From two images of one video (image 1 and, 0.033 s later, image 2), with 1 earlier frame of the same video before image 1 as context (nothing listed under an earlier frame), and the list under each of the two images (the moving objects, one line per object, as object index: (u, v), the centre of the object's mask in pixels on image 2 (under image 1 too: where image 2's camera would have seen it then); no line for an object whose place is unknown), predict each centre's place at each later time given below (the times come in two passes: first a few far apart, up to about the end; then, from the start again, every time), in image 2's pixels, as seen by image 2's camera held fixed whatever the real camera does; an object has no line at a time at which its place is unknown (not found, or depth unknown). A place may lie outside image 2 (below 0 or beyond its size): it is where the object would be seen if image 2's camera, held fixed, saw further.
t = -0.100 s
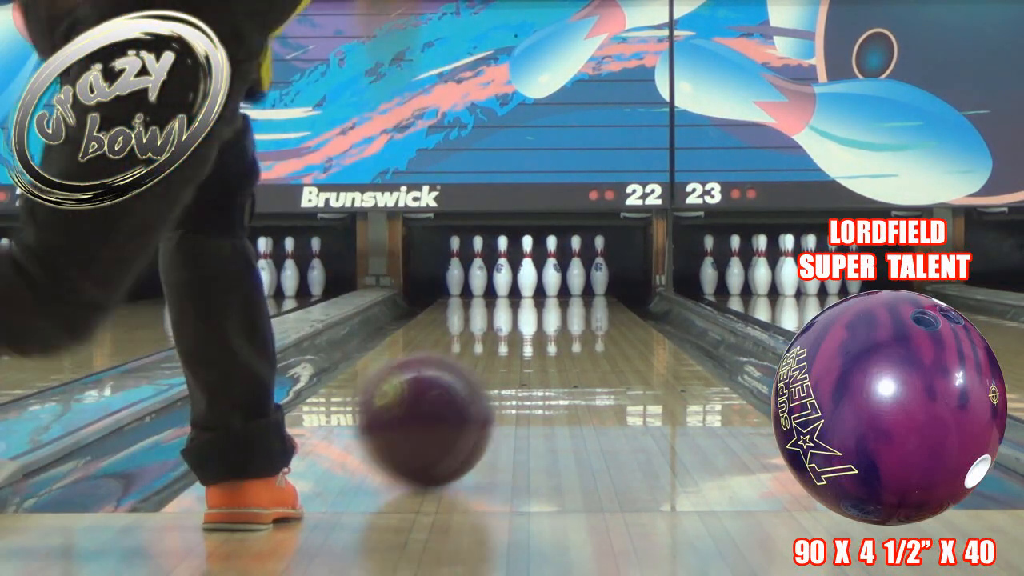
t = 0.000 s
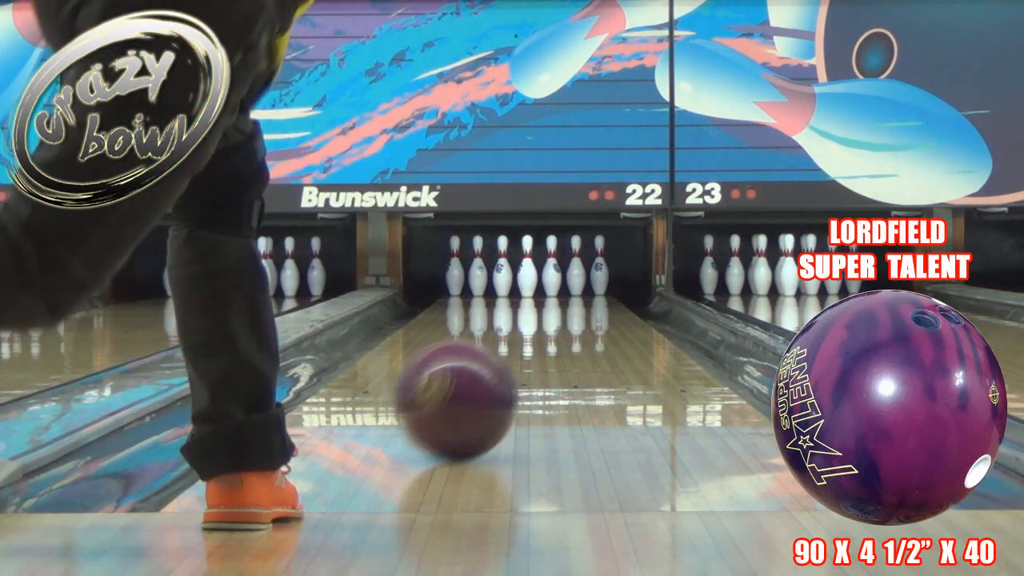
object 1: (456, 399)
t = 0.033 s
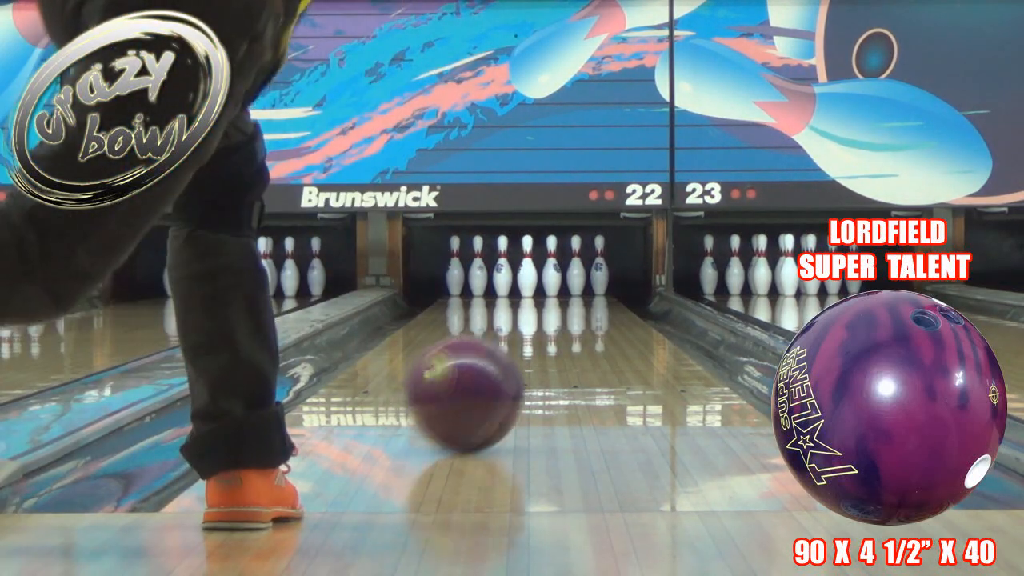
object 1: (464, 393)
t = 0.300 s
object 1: (517, 358)
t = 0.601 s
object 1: (551, 333)
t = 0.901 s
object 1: (569, 316)
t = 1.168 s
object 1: (580, 306)
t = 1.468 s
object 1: (585, 298)
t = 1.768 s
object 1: (584, 290)
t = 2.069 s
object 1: (572, 285)
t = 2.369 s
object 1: (545, 280)
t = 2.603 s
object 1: (548, 279)
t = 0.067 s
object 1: (472, 387)
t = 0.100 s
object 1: (480, 383)
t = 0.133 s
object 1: (488, 377)
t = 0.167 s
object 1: (494, 373)
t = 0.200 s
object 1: (500, 369)
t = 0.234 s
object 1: (506, 365)
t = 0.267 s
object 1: (512, 362)
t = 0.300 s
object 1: (517, 358)
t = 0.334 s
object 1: (522, 355)
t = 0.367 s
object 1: (526, 352)
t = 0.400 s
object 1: (530, 349)
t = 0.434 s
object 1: (534, 346)
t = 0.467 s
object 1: (538, 344)
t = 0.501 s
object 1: (542, 341)
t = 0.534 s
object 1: (545, 339)
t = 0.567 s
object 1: (548, 336)
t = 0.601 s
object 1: (551, 333)
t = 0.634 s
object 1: (553, 331)
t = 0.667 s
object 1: (556, 329)
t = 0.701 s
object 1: (558, 327)
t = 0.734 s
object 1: (560, 326)
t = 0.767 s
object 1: (563, 323)
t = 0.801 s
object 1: (564, 322)
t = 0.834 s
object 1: (566, 320)
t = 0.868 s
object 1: (568, 318)
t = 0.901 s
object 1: (569, 316)
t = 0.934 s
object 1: (571, 315)
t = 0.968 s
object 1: (572, 313)
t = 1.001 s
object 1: (574, 312)
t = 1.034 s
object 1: (575, 311)
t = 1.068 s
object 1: (576, 310)
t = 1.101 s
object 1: (578, 308)
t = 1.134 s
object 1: (579, 307)
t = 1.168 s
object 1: (580, 306)
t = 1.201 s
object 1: (580, 305)
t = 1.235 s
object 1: (582, 304)
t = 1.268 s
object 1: (582, 303)
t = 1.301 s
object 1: (583, 302)
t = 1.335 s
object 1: (583, 301)
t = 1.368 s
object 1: (584, 300)
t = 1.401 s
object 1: (584, 299)
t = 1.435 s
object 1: (585, 299)
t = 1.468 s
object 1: (585, 298)
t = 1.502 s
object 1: (586, 297)
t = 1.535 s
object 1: (586, 296)
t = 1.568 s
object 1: (586, 295)
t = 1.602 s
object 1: (587, 294)
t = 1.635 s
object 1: (586, 293)
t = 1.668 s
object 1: (586, 293)
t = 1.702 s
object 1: (586, 292)
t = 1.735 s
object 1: (586, 291)
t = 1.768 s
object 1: (584, 290)
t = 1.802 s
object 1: (584, 290)
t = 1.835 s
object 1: (583, 289)
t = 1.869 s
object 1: (582, 288)
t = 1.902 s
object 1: (581, 288)
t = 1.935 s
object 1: (580, 287)
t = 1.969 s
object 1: (578, 286)
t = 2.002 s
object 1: (576, 286)
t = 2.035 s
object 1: (573, 285)
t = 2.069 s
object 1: (572, 285)
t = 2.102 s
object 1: (570, 284)
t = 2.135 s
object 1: (568, 284)
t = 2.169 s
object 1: (564, 283)
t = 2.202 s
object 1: (562, 282)
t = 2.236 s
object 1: (558, 282)
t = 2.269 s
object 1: (555, 282)
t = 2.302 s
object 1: (551, 281)
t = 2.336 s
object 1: (547, 280)
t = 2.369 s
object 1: (545, 280)
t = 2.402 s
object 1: (544, 280)
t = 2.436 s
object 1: (545, 280)
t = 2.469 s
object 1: (544, 280)
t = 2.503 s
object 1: (544, 280)
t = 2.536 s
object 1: (544, 280)
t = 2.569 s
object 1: (546, 279)
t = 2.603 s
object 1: (548, 279)
